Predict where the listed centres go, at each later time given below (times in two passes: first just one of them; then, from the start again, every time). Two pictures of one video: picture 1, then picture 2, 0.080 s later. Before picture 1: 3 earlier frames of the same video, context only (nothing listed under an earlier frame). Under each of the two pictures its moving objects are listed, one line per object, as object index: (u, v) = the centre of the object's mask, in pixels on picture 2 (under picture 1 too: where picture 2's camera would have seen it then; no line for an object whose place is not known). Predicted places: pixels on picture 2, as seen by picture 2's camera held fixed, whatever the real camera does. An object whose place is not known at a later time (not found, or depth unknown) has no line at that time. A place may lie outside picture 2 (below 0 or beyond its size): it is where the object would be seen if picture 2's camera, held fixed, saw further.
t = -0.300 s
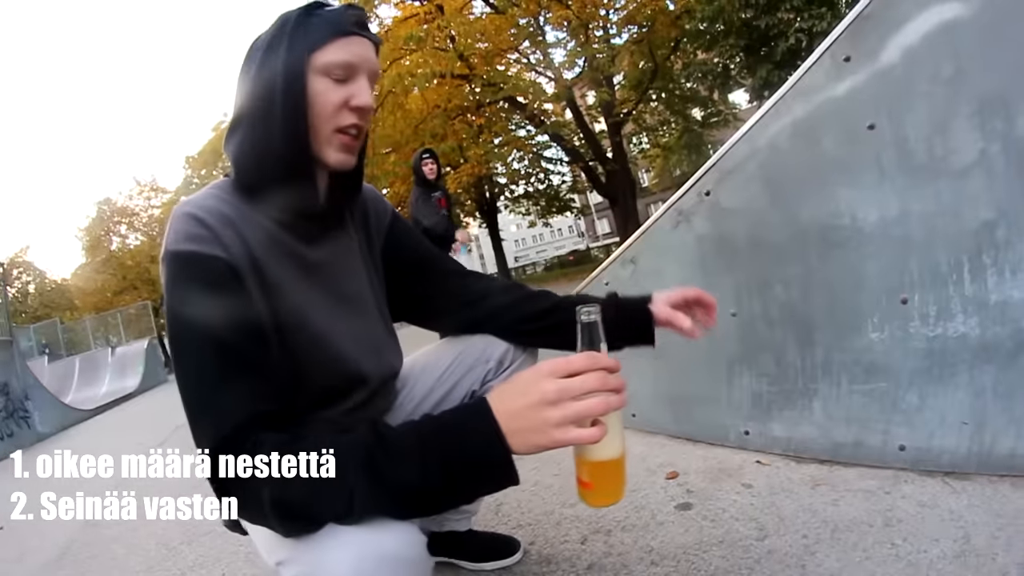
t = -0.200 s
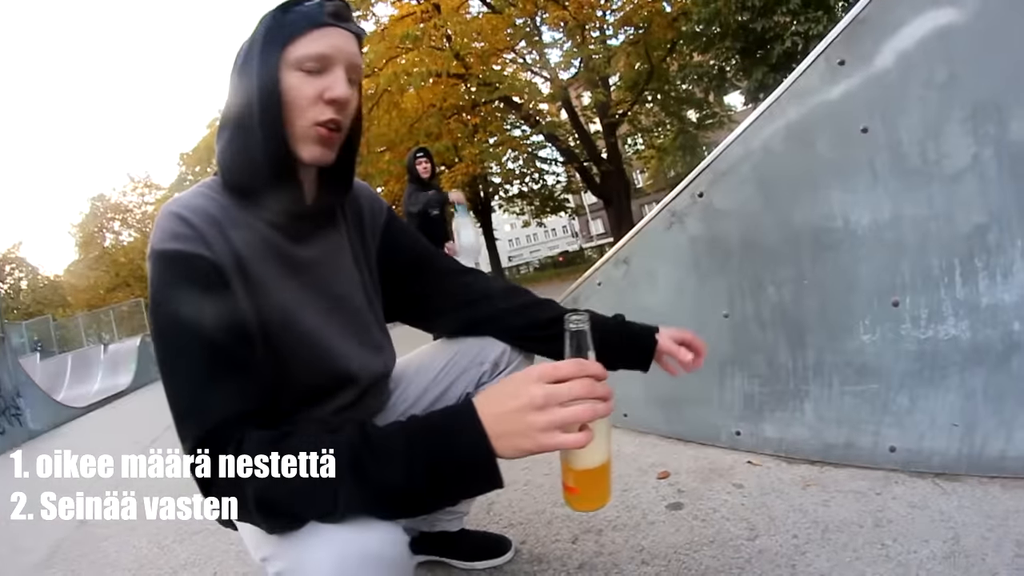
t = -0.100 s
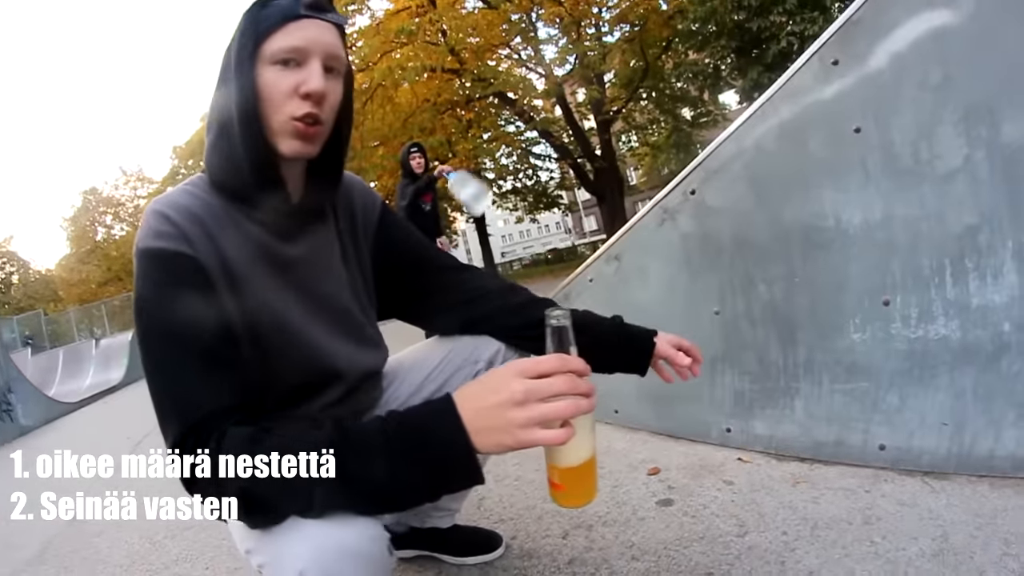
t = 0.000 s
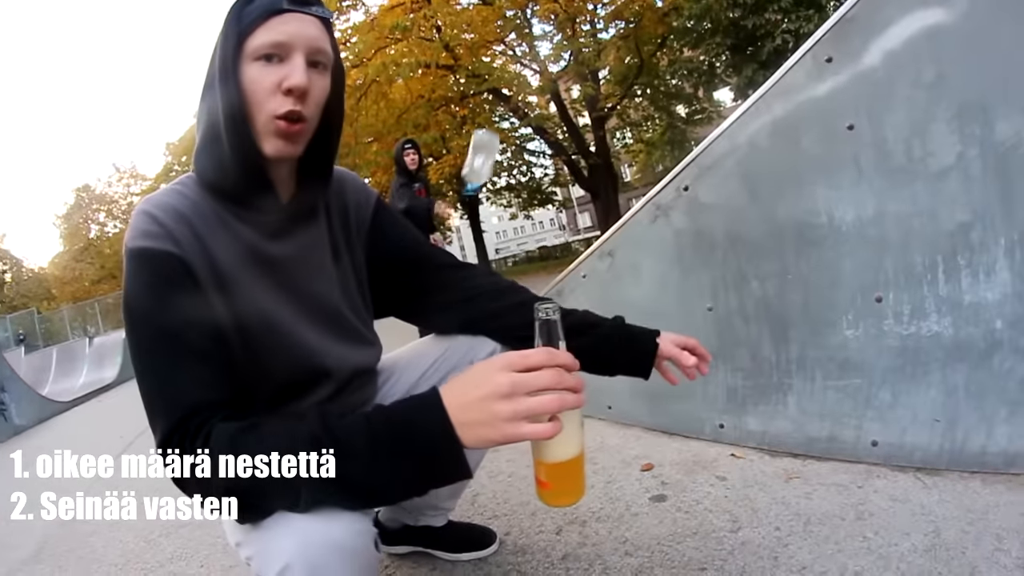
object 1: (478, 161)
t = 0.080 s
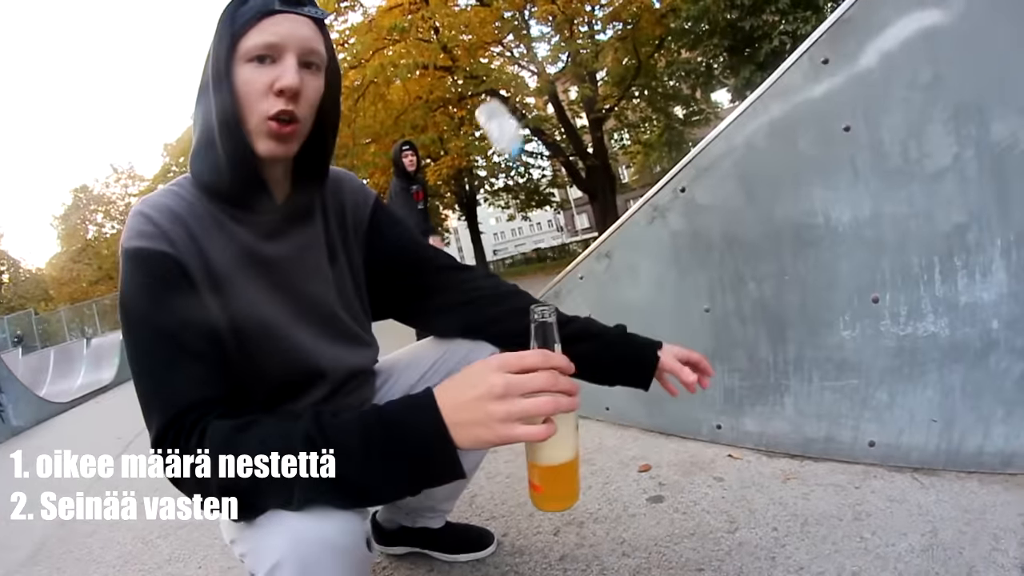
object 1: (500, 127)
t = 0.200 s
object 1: (531, 96)
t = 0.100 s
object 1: (505, 120)
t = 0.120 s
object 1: (510, 114)
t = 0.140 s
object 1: (515, 108)
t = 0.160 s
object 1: (520, 103)
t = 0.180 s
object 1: (527, 99)
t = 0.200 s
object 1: (531, 96)
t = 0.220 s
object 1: (537, 93)
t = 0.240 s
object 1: (545, 91)
